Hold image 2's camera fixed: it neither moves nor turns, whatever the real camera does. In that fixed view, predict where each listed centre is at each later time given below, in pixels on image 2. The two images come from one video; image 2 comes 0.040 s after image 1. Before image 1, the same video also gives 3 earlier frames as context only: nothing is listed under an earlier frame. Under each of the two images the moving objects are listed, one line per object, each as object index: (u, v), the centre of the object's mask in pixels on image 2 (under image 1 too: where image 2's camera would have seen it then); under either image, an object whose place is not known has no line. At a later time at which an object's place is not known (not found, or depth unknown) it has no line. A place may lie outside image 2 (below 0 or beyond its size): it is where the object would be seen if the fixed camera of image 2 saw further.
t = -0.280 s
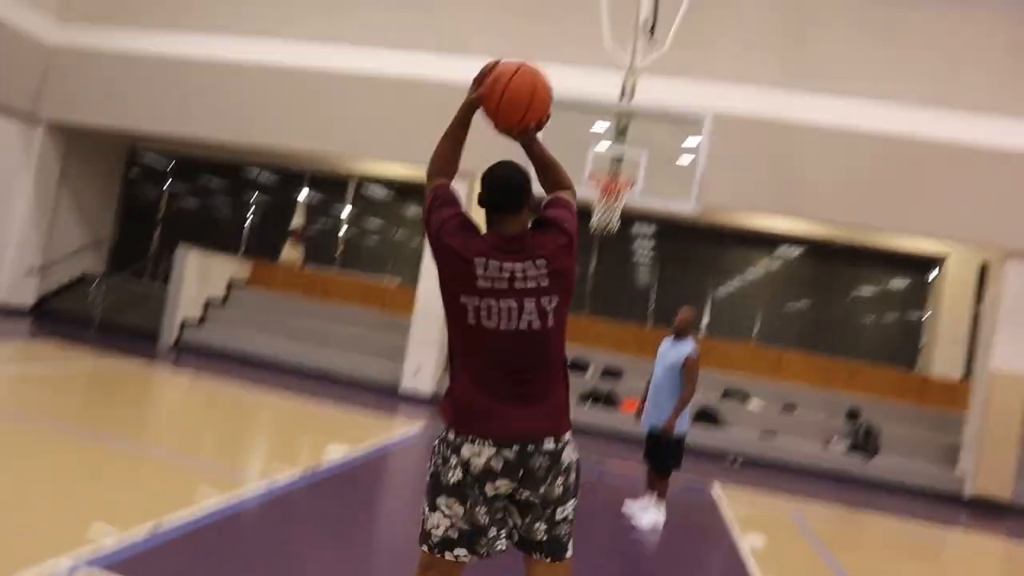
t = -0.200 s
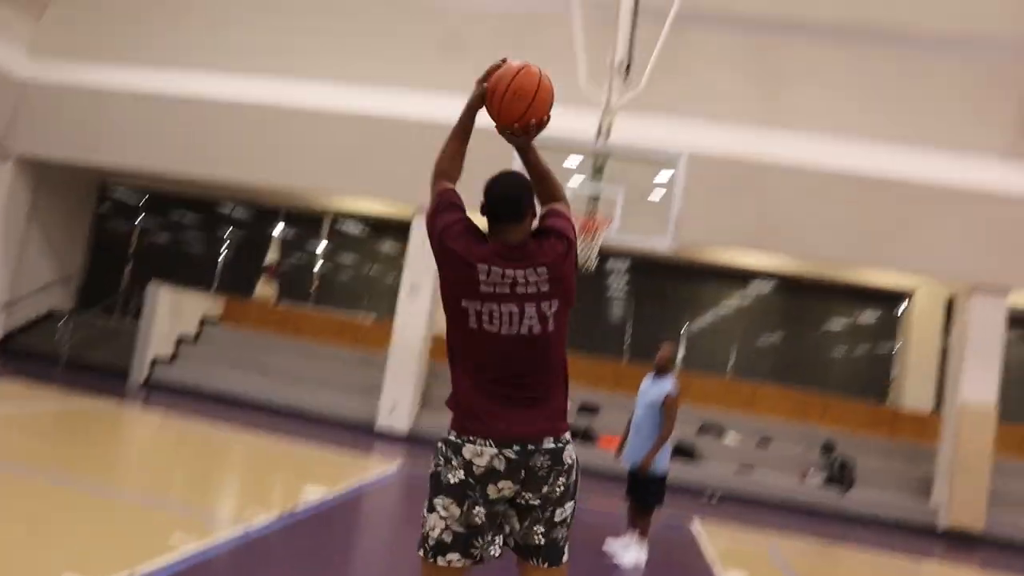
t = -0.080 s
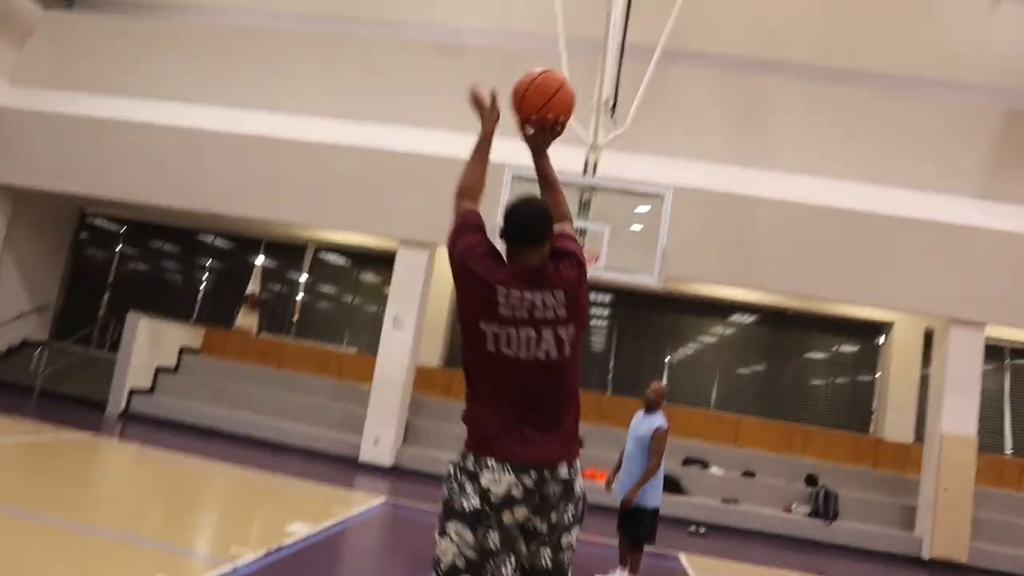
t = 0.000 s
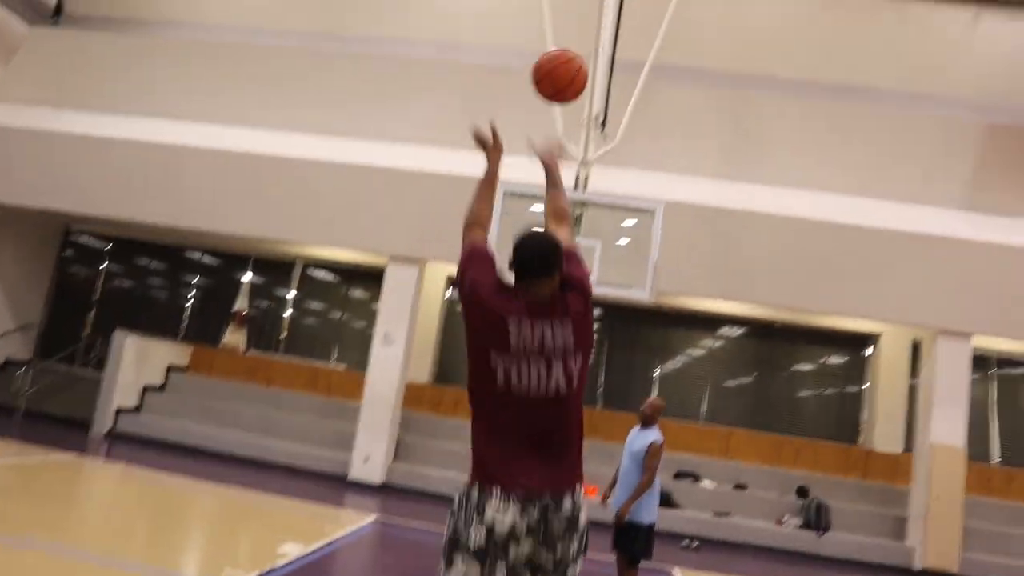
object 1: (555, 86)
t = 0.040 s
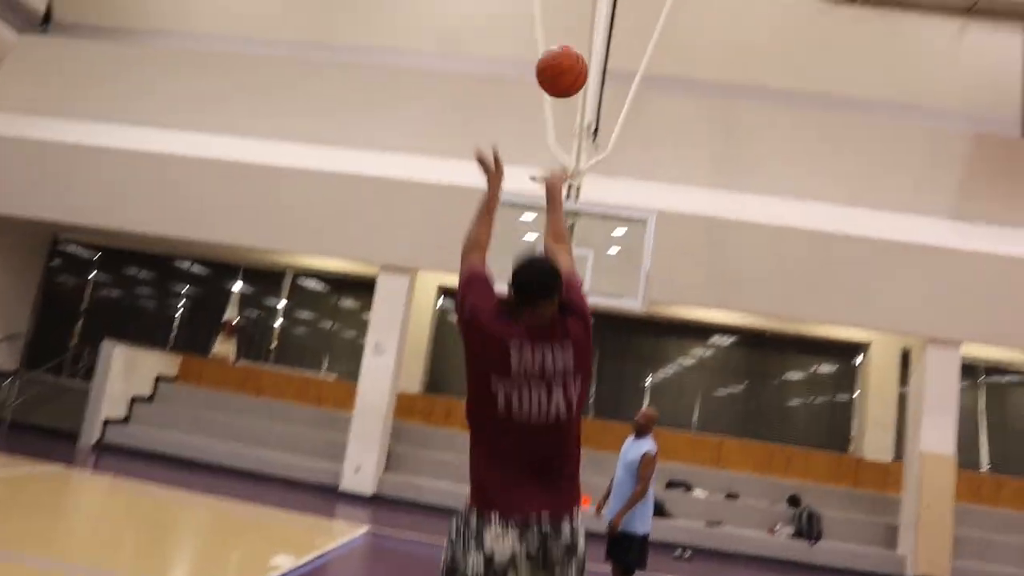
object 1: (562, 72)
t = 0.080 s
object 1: (567, 62)
